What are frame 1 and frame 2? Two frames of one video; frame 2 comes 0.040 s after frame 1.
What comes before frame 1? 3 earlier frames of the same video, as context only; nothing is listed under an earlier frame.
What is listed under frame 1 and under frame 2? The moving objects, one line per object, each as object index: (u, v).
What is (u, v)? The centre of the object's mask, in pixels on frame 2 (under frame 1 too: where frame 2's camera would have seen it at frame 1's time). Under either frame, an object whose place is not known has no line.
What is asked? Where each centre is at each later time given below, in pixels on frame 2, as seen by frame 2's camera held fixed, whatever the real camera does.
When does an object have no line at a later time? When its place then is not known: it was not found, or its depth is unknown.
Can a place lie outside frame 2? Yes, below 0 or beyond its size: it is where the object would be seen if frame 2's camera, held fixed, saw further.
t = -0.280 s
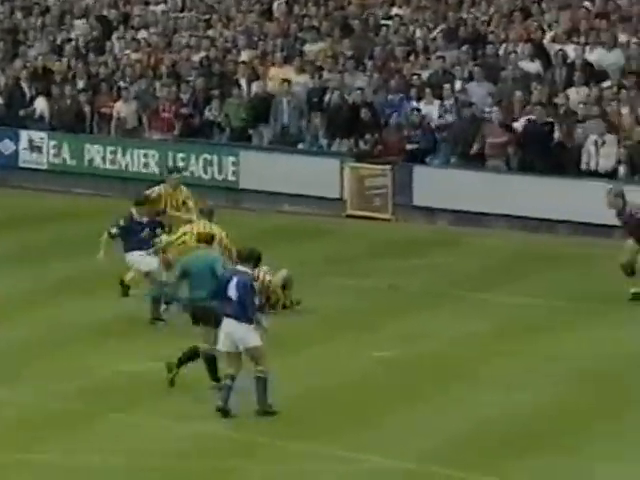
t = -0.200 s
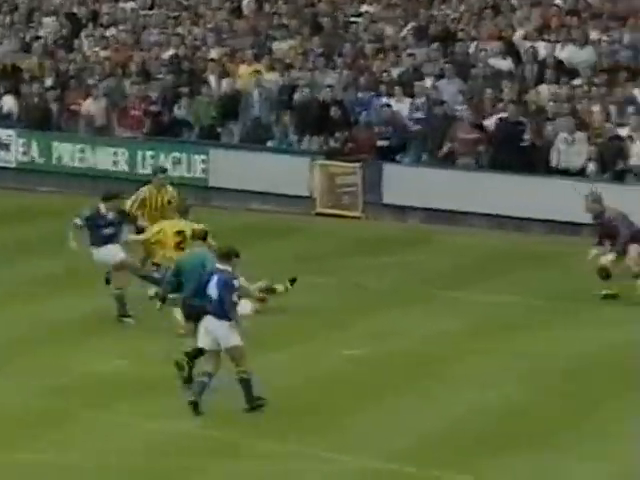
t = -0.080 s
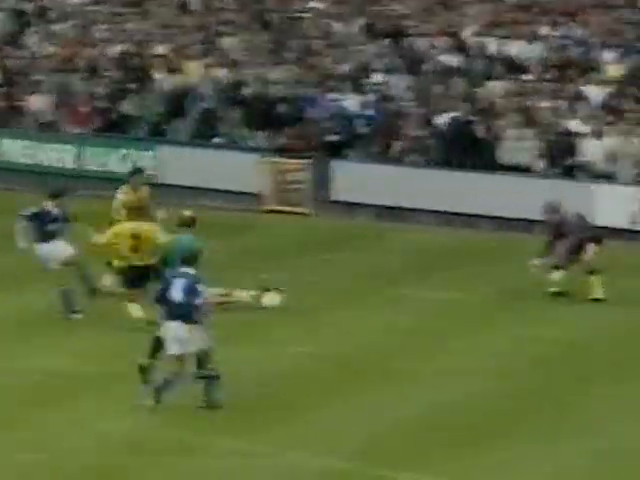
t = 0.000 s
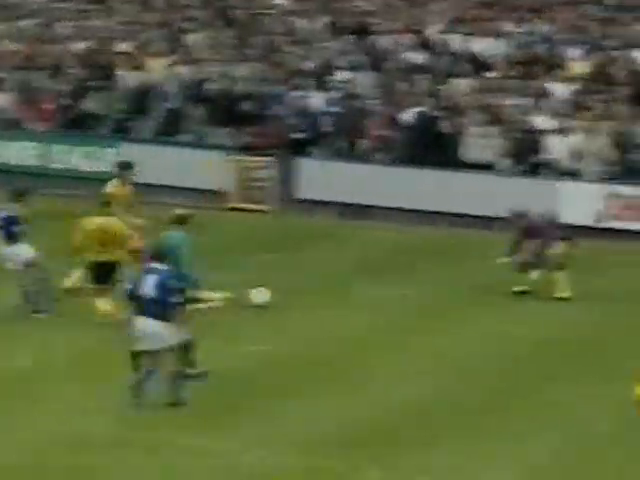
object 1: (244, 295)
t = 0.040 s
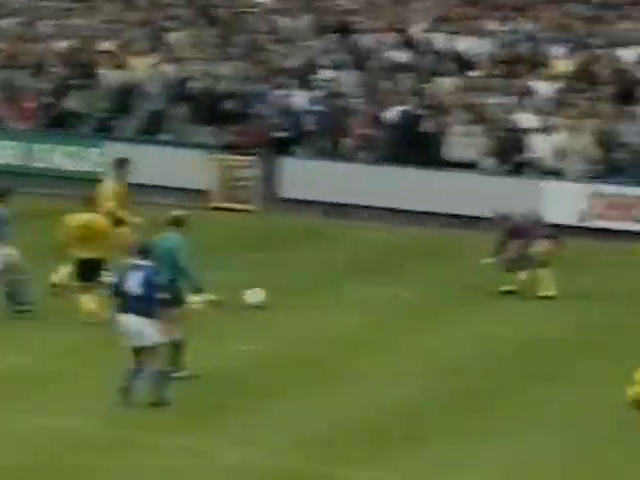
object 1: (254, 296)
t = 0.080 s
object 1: (265, 298)
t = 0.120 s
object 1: (277, 299)
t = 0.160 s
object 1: (288, 299)
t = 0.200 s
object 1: (298, 299)
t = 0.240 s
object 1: (308, 299)
